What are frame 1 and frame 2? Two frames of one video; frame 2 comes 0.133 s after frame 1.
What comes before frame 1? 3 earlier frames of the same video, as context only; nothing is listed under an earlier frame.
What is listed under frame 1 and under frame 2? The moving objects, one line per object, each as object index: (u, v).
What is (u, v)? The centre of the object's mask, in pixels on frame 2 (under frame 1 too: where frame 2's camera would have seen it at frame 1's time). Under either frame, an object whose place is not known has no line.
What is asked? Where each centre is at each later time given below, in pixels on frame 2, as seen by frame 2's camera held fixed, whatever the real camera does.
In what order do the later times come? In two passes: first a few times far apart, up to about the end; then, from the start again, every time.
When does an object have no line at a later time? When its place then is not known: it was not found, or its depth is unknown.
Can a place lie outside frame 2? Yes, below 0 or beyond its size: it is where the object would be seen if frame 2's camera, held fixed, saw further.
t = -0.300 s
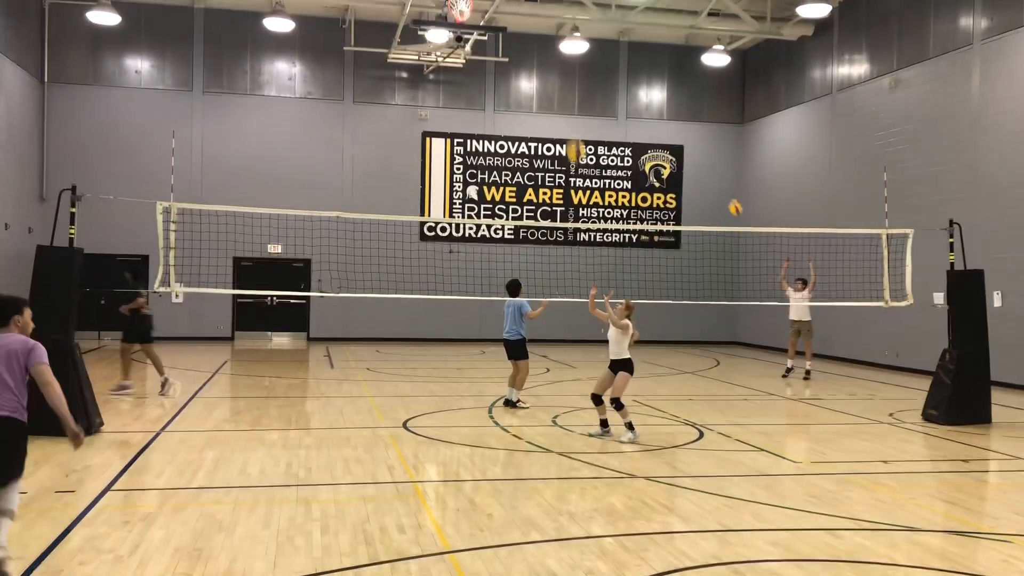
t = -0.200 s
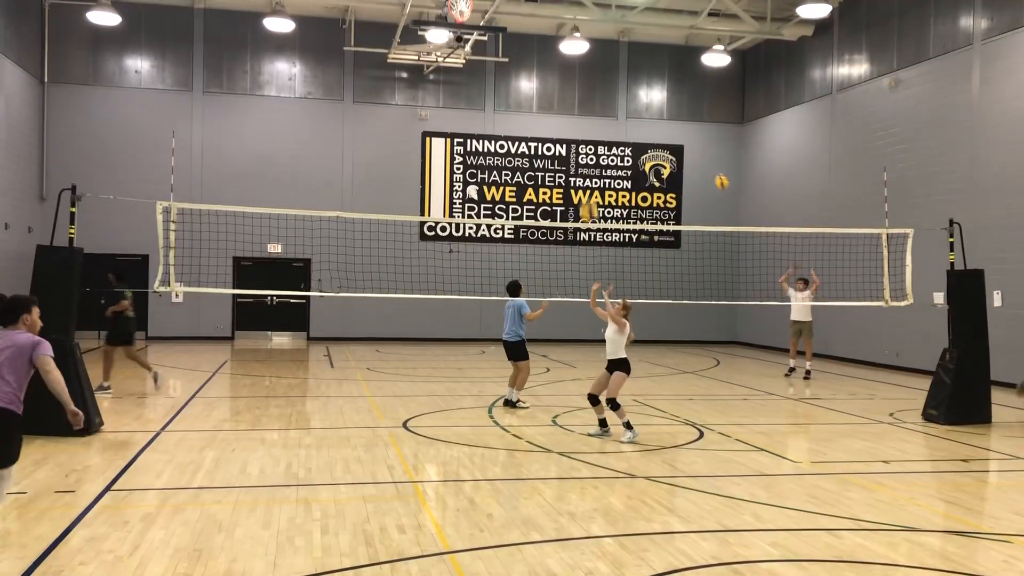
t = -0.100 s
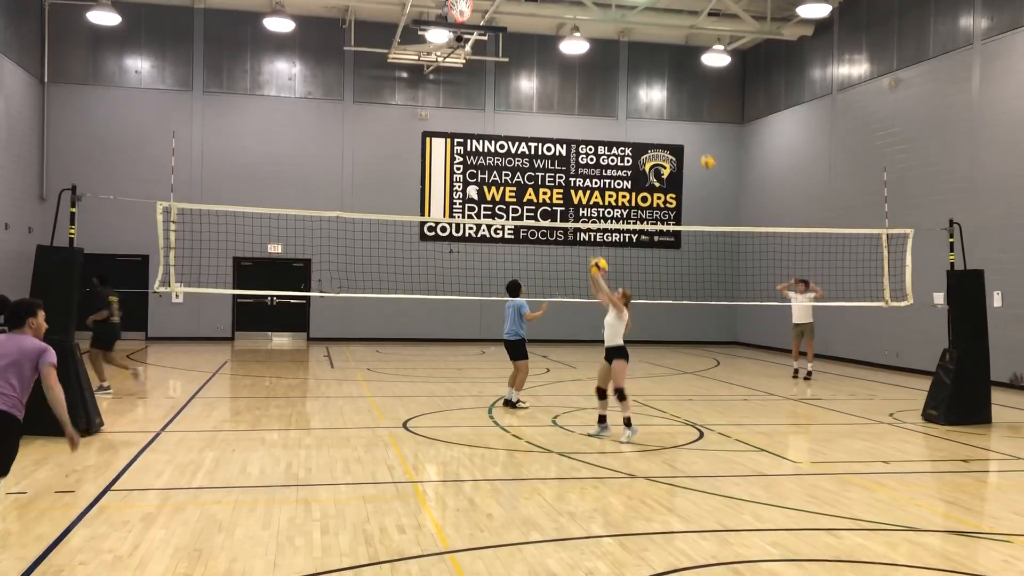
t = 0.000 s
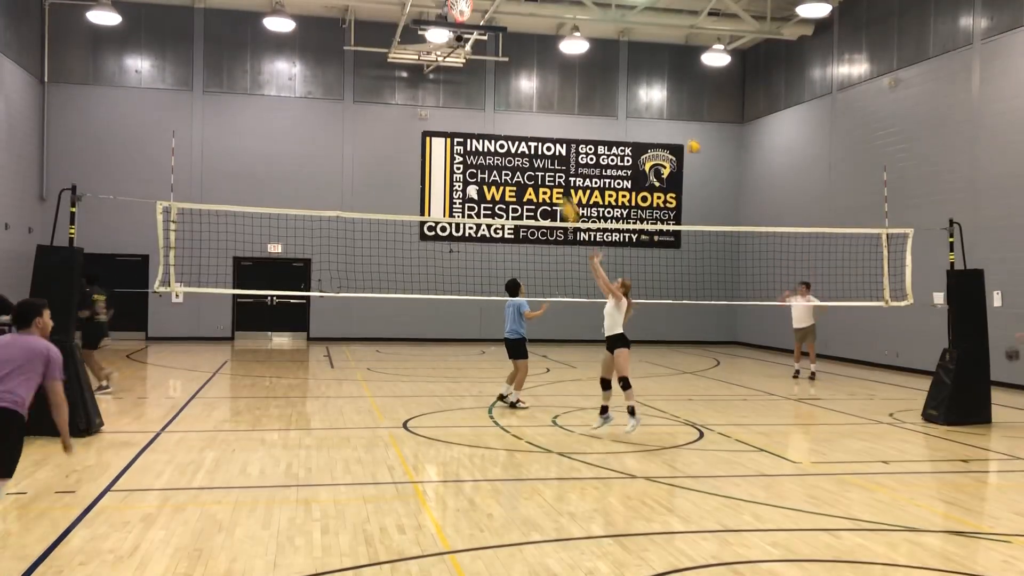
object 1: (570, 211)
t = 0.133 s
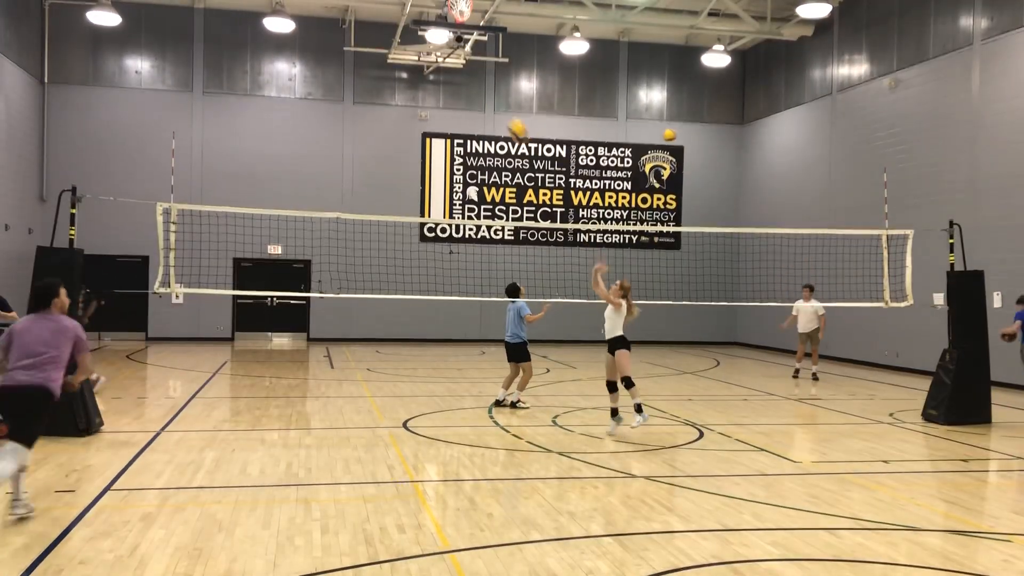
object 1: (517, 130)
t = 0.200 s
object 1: (497, 103)
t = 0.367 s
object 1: (446, 58)
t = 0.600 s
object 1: (373, 34)
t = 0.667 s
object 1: (353, 35)
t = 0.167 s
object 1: (506, 115)
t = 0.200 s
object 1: (497, 103)
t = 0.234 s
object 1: (487, 92)
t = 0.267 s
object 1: (477, 83)
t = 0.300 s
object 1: (467, 74)
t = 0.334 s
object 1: (457, 66)
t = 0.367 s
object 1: (446, 58)
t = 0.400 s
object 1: (434, 52)
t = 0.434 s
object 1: (423, 46)
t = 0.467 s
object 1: (414, 41)
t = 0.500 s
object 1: (405, 37)
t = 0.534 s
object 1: (394, 36)
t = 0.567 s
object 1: (383, 34)
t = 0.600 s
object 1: (373, 34)
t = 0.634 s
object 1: (364, 34)
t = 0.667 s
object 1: (353, 35)
